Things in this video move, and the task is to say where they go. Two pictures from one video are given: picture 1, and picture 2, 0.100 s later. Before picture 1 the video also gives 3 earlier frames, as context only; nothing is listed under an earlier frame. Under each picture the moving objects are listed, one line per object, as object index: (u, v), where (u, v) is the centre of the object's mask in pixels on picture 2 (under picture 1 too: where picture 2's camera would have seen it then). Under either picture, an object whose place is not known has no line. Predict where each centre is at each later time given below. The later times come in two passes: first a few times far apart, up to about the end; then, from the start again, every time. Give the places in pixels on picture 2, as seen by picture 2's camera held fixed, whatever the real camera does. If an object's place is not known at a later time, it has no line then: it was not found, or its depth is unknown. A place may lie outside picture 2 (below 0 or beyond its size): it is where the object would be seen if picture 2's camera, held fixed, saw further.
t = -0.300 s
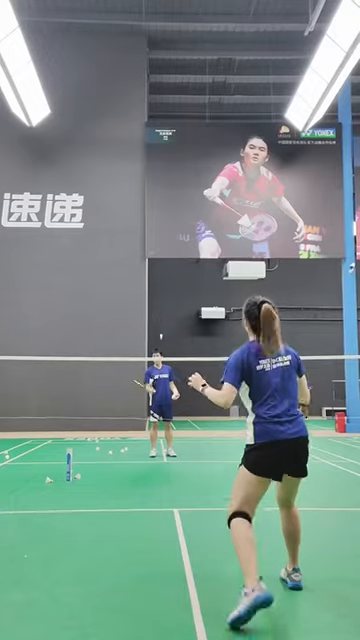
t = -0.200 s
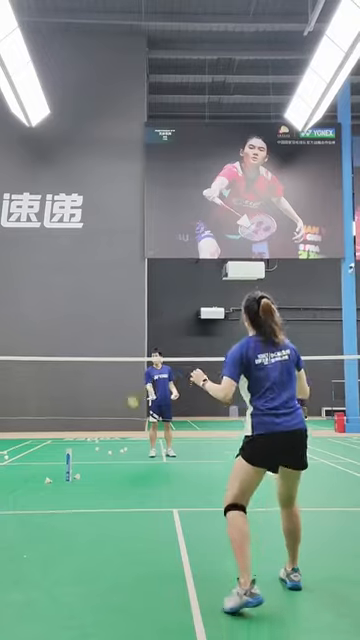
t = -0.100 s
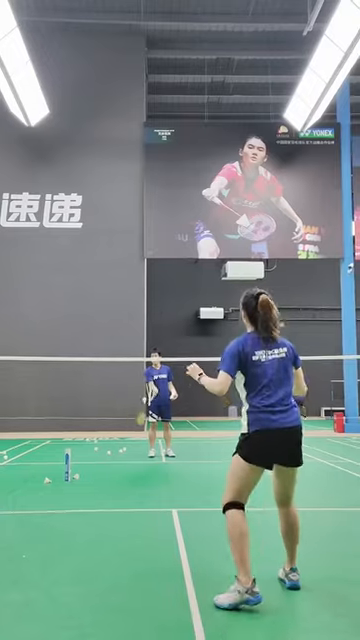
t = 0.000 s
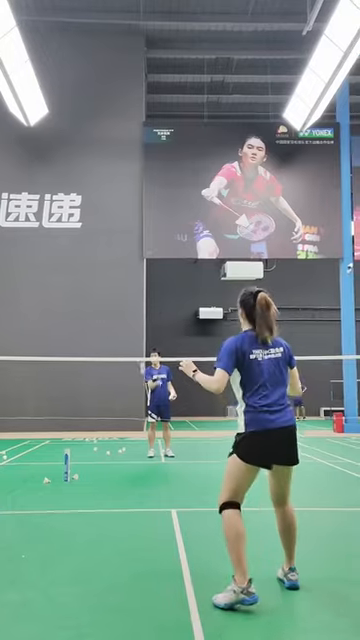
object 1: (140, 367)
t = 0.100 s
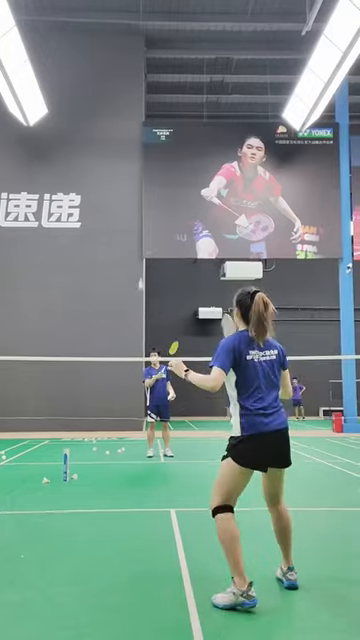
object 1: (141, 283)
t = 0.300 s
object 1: (139, 158)
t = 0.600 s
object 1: (136, 32)
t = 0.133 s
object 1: (140, 259)
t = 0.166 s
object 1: (140, 237)
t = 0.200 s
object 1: (140, 215)
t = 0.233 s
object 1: (139, 195)
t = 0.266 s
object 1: (139, 177)
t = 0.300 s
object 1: (139, 158)
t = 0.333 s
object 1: (138, 141)
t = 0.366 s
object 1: (138, 124)
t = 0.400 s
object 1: (138, 109)
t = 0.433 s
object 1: (138, 94)
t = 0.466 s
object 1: (138, 80)
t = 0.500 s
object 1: (137, 66)
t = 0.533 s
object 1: (137, 54)
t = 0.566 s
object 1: (136, 42)
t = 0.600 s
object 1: (136, 32)
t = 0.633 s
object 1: (135, 22)
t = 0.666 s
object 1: (135, 13)
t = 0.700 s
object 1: (135, 7)
